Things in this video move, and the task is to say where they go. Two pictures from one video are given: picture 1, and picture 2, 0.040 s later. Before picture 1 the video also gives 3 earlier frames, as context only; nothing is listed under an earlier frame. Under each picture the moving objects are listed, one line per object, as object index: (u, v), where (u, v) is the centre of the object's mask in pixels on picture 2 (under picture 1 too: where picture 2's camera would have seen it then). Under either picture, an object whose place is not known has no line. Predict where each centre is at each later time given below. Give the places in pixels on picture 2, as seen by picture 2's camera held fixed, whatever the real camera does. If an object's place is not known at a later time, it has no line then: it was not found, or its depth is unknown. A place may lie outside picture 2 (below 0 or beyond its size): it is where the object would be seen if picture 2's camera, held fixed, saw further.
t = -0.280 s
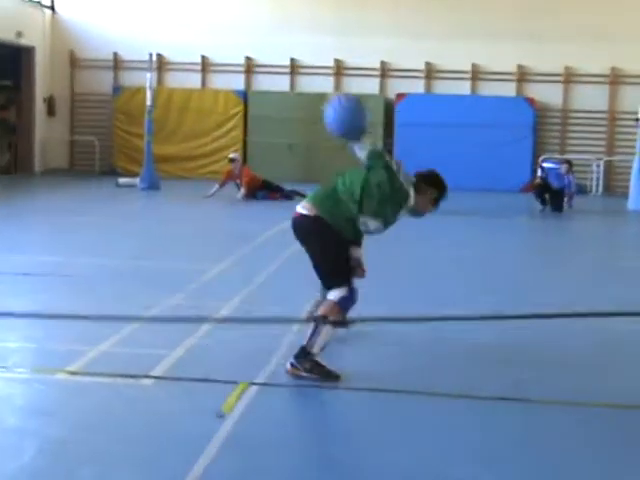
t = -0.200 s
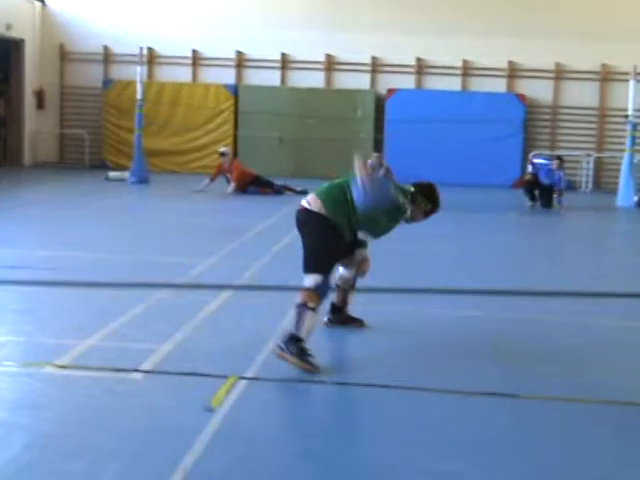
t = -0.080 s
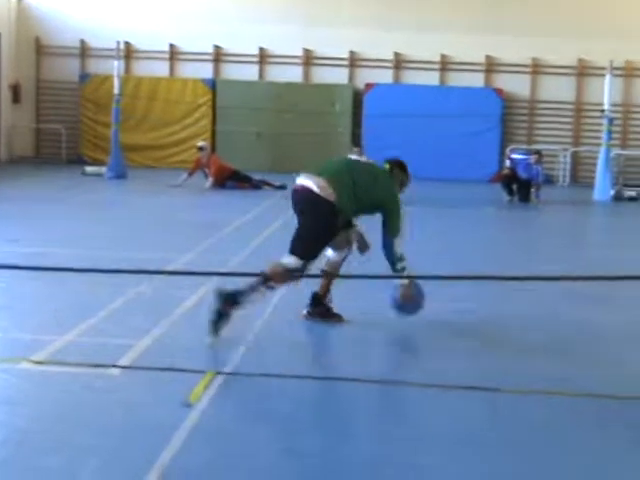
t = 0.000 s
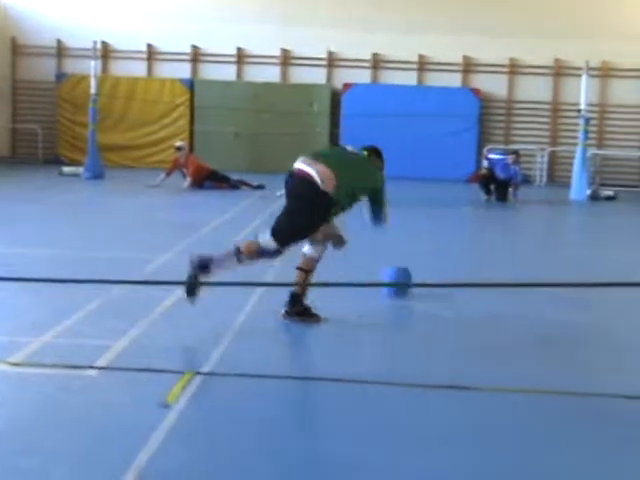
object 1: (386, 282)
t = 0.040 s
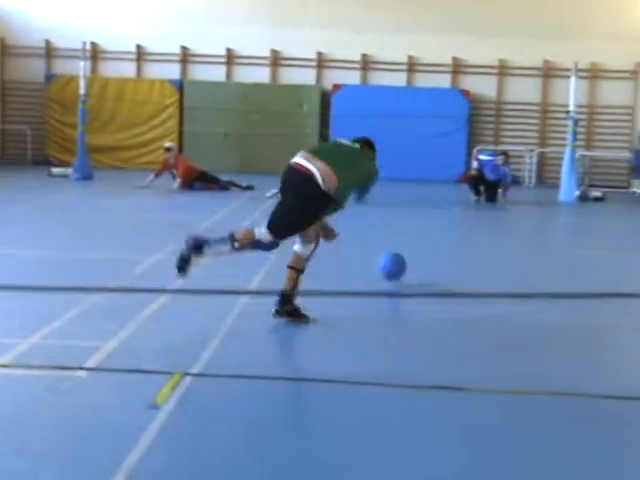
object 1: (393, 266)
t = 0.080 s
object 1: (398, 256)
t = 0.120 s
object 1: (403, 248)
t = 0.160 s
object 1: (406, 244)
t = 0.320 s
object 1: (418, 226)
